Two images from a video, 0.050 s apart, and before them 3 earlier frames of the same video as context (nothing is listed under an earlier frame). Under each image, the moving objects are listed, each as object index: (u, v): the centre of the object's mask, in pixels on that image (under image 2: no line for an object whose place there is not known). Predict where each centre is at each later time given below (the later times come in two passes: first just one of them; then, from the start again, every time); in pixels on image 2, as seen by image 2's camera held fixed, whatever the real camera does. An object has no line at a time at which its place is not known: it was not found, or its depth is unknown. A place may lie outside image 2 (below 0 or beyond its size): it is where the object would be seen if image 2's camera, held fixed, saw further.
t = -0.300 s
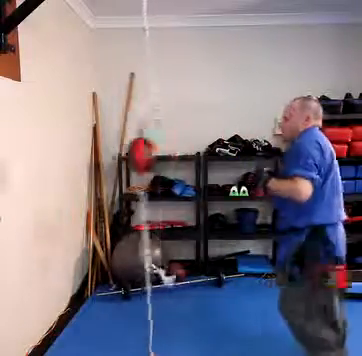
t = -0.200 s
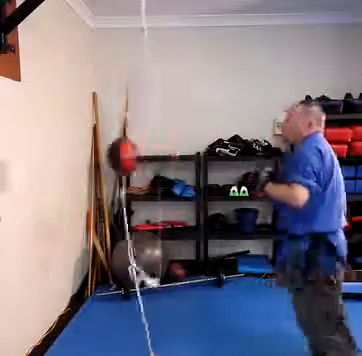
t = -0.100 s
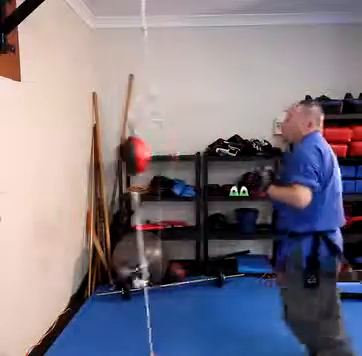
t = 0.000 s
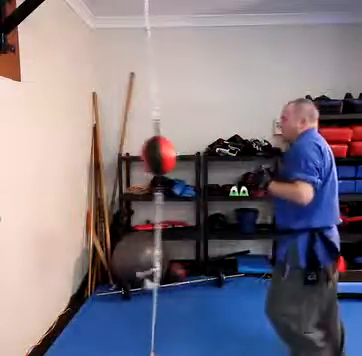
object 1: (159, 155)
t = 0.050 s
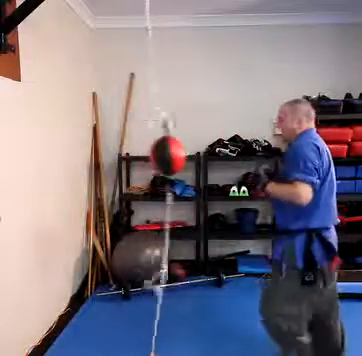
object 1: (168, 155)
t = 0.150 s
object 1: (166, 155)
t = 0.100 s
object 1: (170, 155)
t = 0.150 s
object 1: (166, 155)
